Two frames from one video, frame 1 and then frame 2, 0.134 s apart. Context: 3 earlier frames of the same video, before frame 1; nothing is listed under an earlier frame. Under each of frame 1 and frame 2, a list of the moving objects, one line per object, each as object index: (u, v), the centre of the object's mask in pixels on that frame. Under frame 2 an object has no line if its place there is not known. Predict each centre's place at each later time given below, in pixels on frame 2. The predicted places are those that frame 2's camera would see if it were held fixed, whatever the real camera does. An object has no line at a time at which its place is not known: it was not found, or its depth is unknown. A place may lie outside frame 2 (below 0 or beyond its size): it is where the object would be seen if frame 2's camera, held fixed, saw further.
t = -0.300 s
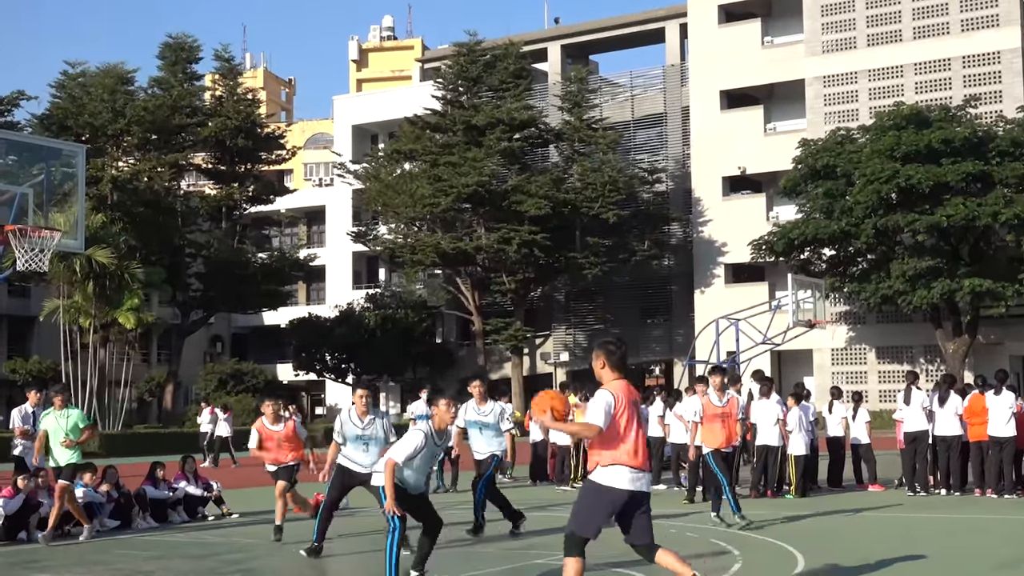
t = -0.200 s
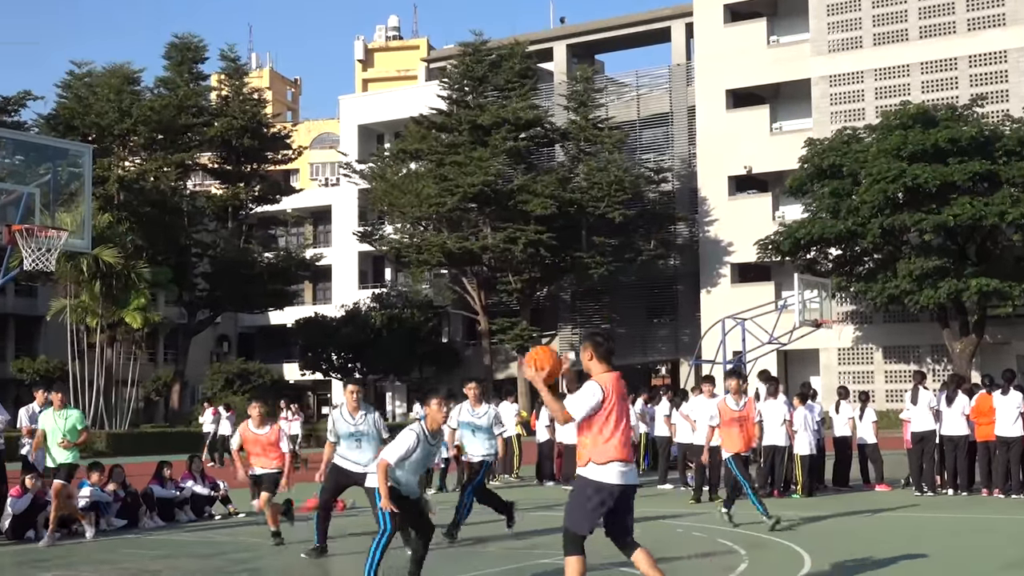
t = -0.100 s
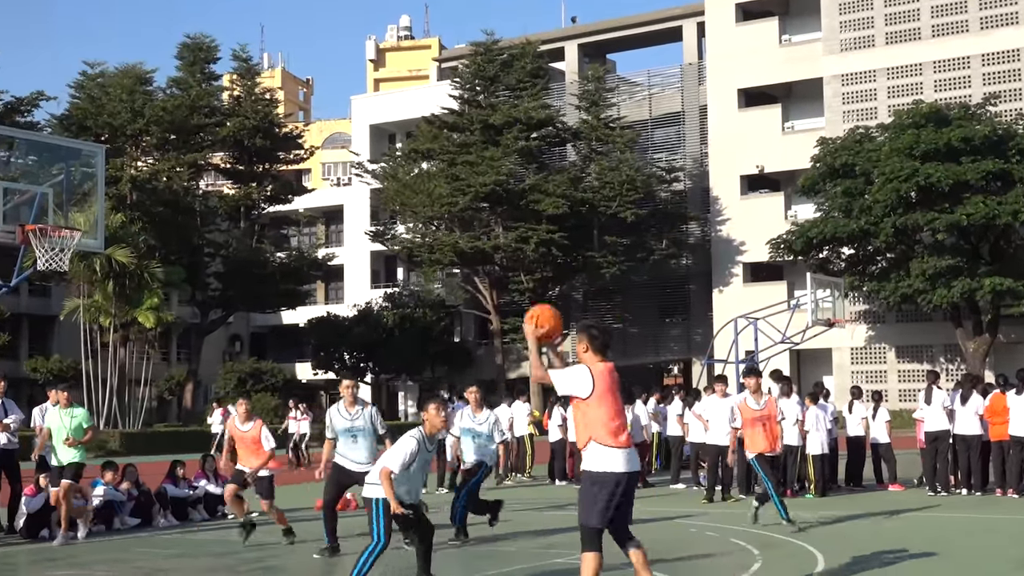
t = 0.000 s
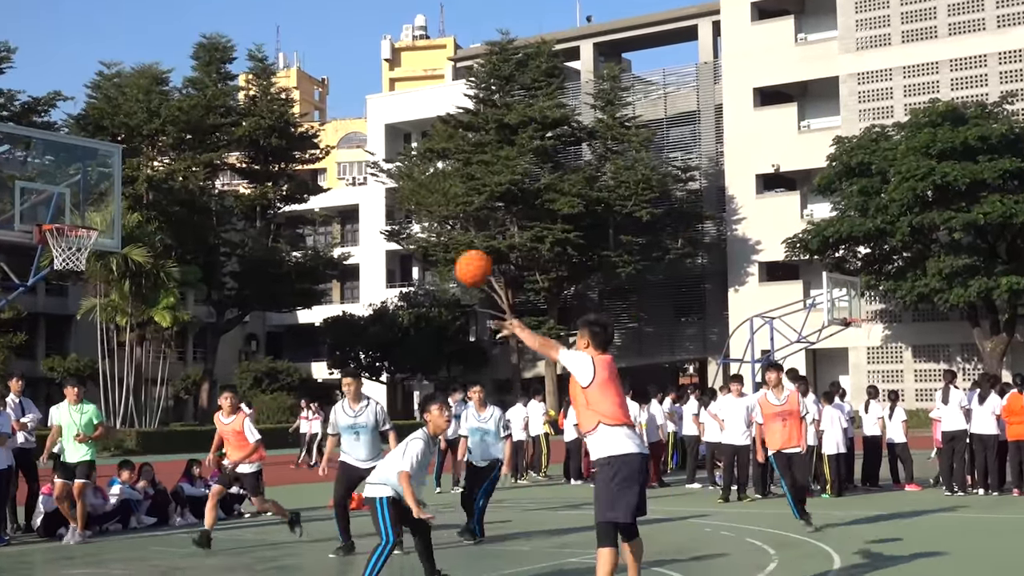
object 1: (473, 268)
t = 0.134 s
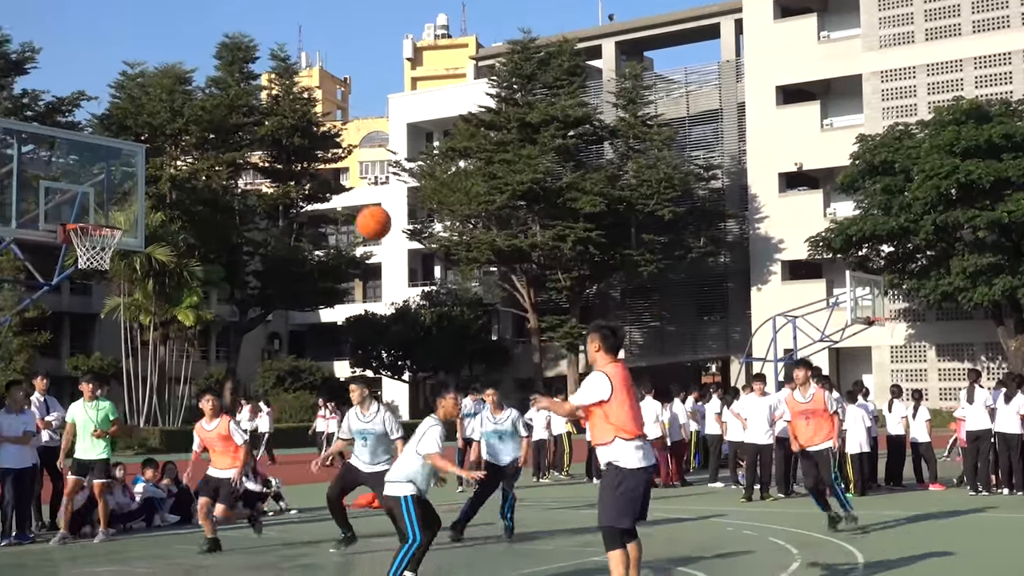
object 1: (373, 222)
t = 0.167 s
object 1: (343, 216)
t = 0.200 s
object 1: (312, 211)
